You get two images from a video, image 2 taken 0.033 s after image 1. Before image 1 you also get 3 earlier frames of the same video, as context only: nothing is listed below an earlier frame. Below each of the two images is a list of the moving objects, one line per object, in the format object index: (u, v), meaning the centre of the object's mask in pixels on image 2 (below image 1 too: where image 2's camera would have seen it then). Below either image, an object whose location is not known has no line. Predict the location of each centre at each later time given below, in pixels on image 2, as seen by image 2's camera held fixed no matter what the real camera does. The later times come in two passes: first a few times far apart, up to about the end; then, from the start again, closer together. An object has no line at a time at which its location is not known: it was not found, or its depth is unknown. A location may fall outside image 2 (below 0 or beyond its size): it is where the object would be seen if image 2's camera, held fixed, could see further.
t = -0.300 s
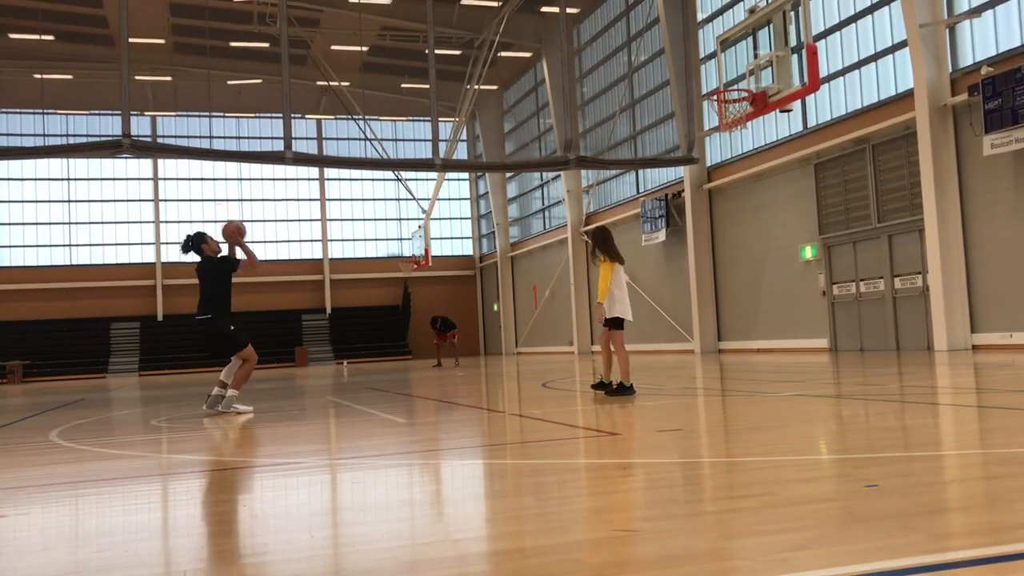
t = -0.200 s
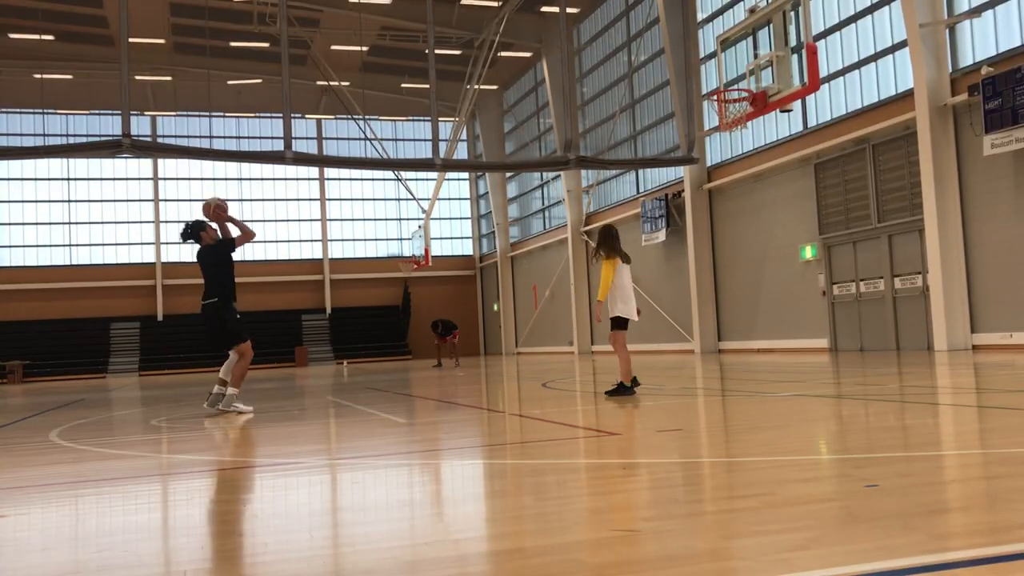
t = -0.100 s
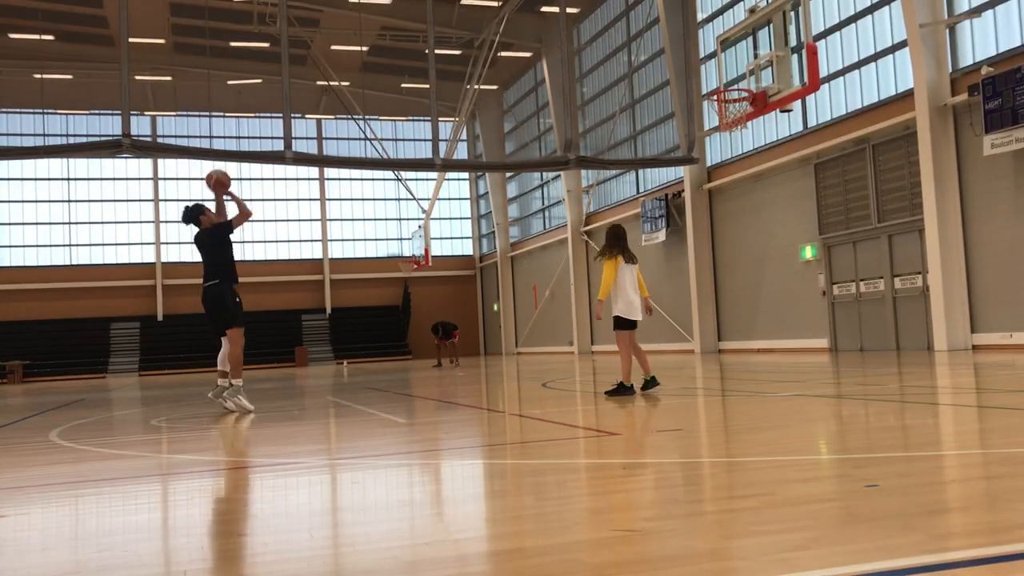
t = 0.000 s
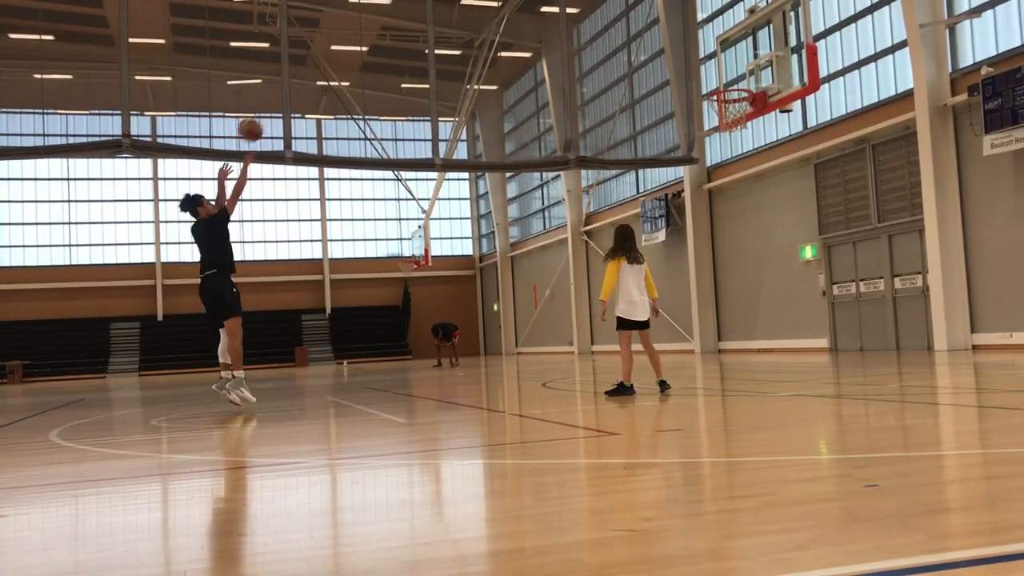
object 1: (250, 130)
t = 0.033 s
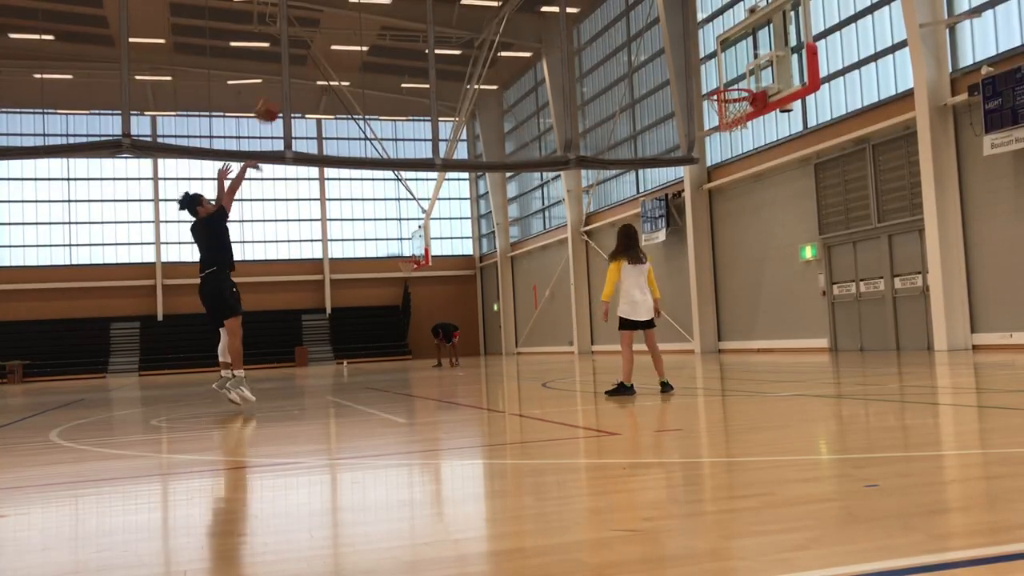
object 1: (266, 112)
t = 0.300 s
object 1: (388, 7)
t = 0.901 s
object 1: (641, 13)
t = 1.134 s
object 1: (735, 103)
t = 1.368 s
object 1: (764, 137)
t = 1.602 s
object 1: (785, 209)
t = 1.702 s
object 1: (795, 253)
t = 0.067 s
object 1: (281, 93)
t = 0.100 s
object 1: (297, 77)
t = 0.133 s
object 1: (312, 61)
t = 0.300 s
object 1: (388, 7)
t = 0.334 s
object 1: (403, 3)
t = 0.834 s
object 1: (614, 4)
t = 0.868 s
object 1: (628, 7)
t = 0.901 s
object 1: (641, 13)
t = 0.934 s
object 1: (654, 24)
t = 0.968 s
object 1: (668, 34)
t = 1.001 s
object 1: (681, 46)
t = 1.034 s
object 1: (695, 58)
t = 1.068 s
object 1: (708, 72)
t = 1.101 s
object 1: (722, 84)
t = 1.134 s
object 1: (735, 103)
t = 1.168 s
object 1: (745, 113)
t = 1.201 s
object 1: (750, 116)
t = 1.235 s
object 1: (753, 118)
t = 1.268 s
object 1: (756, 123)
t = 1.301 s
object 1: (758, 126)
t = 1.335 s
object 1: (761, 131)
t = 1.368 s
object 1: (764, 137)
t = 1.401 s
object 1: (766, 145)
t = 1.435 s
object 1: (769, 153)
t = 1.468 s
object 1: (772, 163)
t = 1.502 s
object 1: (775, 173)
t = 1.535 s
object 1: (779, 184)
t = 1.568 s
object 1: (782, 196)
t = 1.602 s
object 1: (785, 209)
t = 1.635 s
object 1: (788, 223)
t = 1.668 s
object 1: (792, 237)
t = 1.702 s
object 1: (795, 253)
